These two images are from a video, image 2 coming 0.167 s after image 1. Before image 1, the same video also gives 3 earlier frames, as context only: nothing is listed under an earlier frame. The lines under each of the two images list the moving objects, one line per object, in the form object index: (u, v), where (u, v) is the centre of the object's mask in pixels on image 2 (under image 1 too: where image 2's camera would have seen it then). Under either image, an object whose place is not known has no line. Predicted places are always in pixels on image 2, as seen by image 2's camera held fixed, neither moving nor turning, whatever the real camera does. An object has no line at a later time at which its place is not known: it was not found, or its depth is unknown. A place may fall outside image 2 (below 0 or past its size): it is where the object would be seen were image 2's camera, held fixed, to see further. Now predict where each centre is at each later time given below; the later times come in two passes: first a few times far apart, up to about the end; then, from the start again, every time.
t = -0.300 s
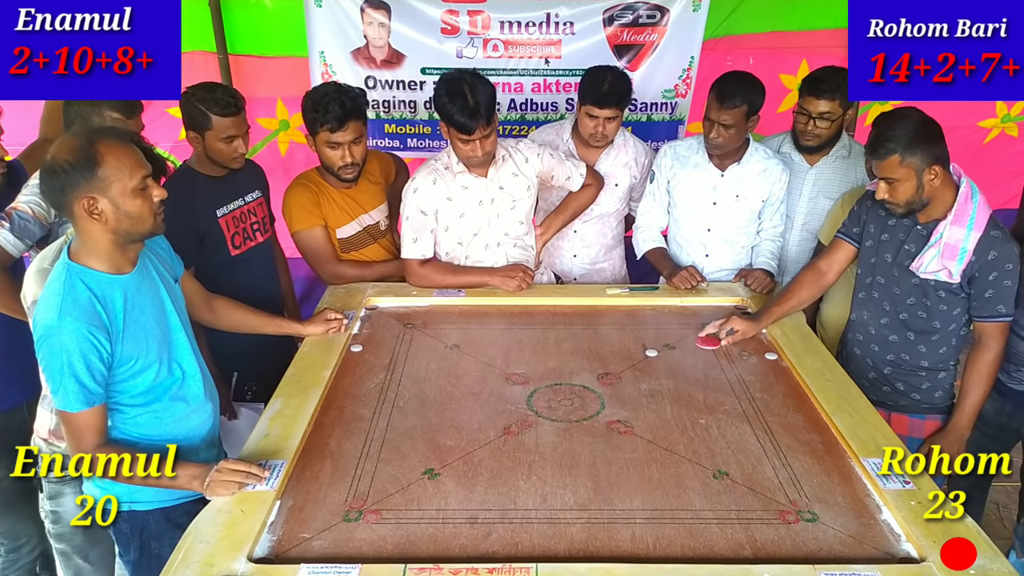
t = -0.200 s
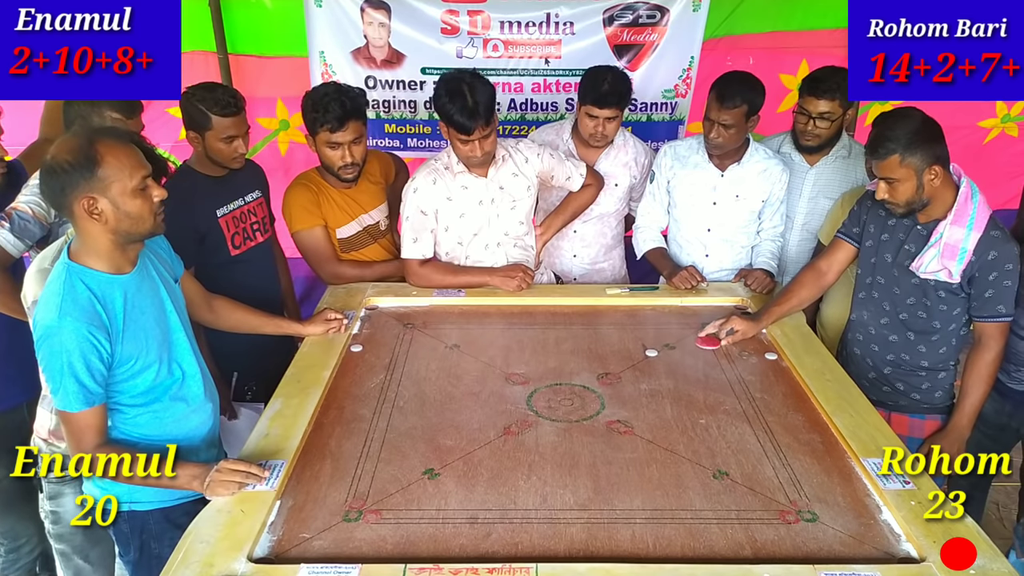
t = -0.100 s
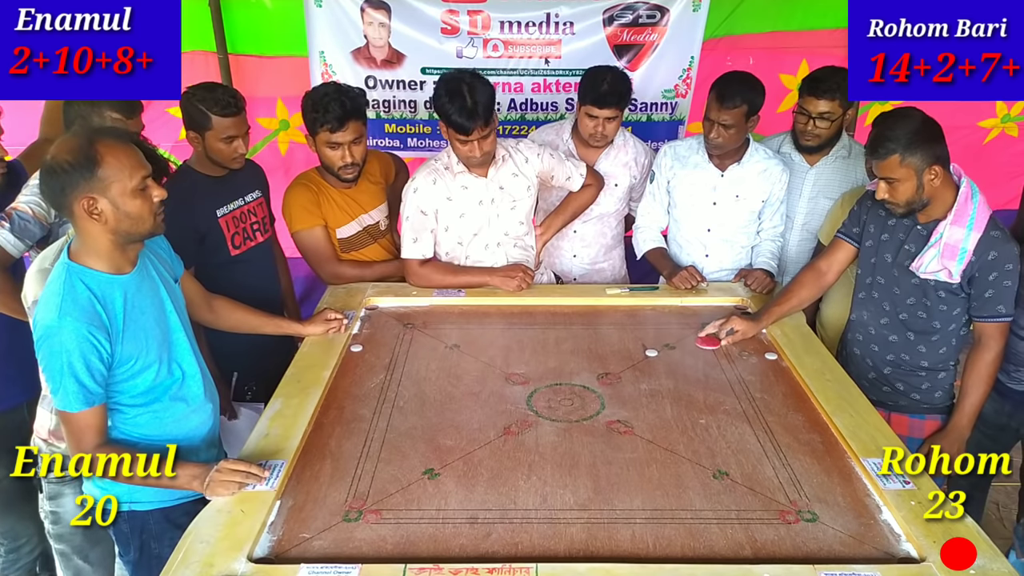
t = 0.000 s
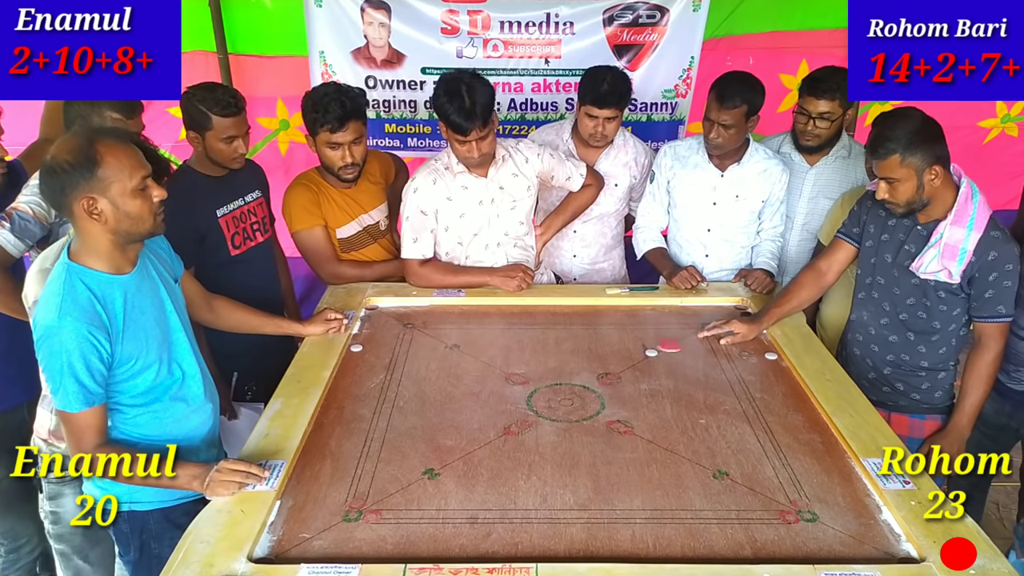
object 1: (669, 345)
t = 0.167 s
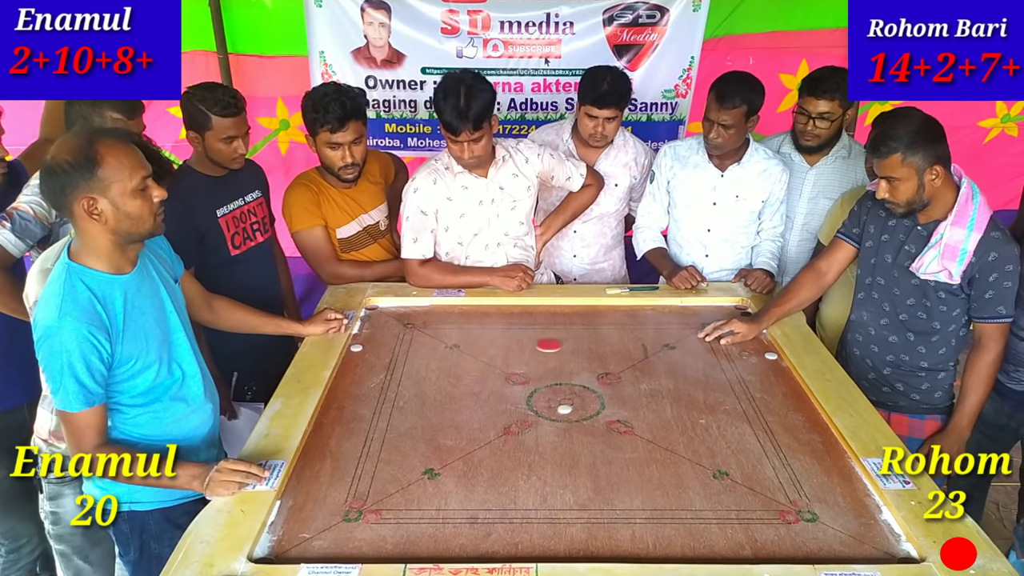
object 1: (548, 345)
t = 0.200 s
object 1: (526, 345)
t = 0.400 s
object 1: (404, 344)
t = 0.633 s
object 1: (384, 337)
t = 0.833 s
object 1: (403, 334)
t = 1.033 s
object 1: (406, 333)
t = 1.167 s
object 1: (406, 333)
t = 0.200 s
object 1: (526, 345)
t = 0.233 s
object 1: (504, 345)
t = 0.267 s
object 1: (483, 345)
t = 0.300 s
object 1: (463, 345)
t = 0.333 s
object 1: (442, 345)
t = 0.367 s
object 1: (423, 345)
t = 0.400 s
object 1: (404, 344)
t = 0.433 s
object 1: (387, 344)
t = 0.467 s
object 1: (370, 343)
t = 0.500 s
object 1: (362, 341)
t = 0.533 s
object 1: (368, 340)
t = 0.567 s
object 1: (374, 339)
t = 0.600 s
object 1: (379, 338)
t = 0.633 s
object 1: (384, 337)
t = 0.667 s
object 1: (389, 336)
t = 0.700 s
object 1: (392, 336)
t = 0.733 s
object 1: (396, 335)
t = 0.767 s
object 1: (398, 335)
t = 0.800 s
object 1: (400, 334)
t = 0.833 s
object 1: (403, 334)
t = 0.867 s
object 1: (404, 334)
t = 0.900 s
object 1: (405, 334)
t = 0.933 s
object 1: (406, 333)
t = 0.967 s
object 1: (406, 333)
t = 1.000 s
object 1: (406, 333)
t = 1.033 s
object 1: (406, 333)
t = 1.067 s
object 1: (406, 333)
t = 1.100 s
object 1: (406, 333)
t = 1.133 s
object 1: (406, 333)
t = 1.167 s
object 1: (406, 333)
